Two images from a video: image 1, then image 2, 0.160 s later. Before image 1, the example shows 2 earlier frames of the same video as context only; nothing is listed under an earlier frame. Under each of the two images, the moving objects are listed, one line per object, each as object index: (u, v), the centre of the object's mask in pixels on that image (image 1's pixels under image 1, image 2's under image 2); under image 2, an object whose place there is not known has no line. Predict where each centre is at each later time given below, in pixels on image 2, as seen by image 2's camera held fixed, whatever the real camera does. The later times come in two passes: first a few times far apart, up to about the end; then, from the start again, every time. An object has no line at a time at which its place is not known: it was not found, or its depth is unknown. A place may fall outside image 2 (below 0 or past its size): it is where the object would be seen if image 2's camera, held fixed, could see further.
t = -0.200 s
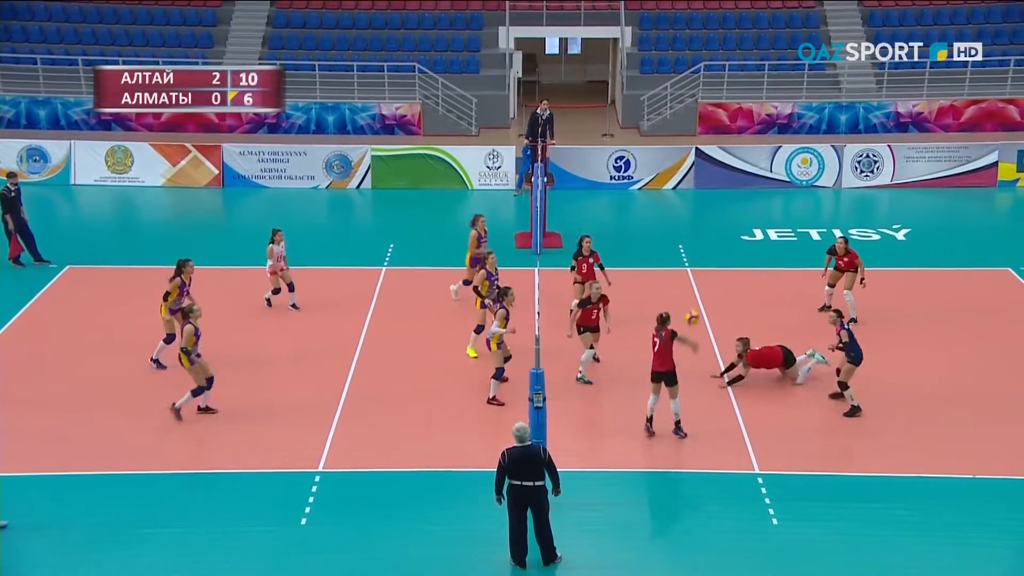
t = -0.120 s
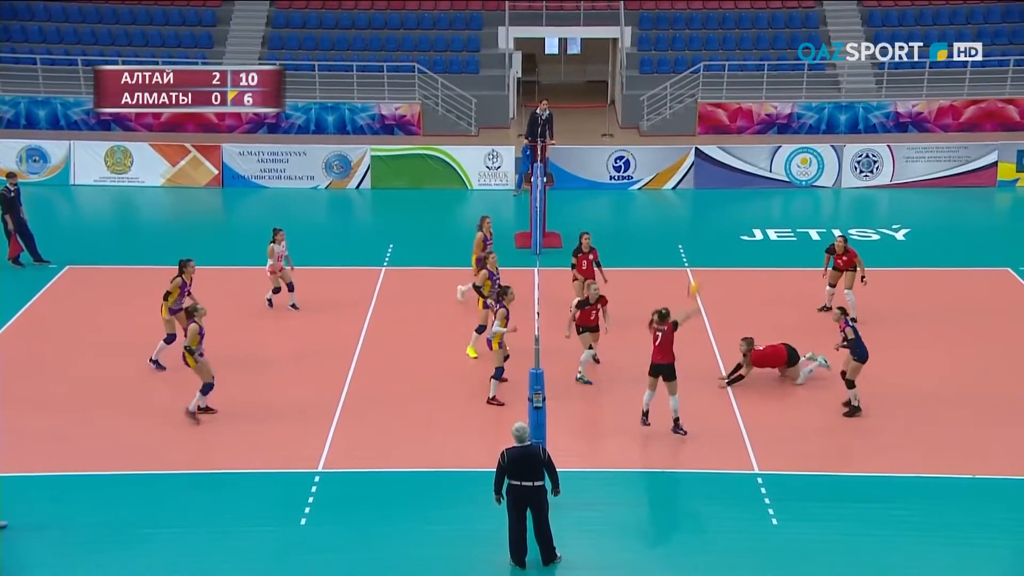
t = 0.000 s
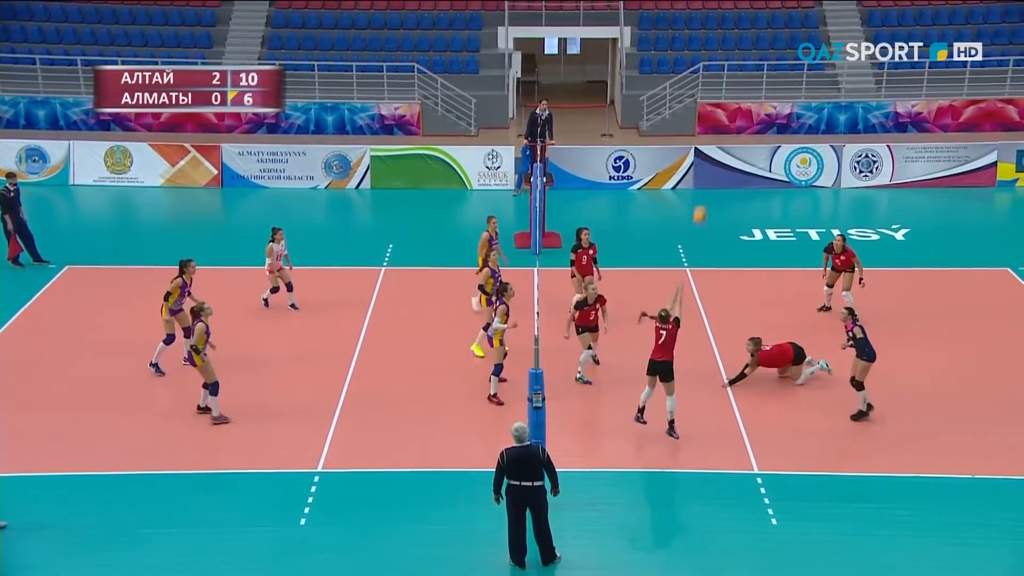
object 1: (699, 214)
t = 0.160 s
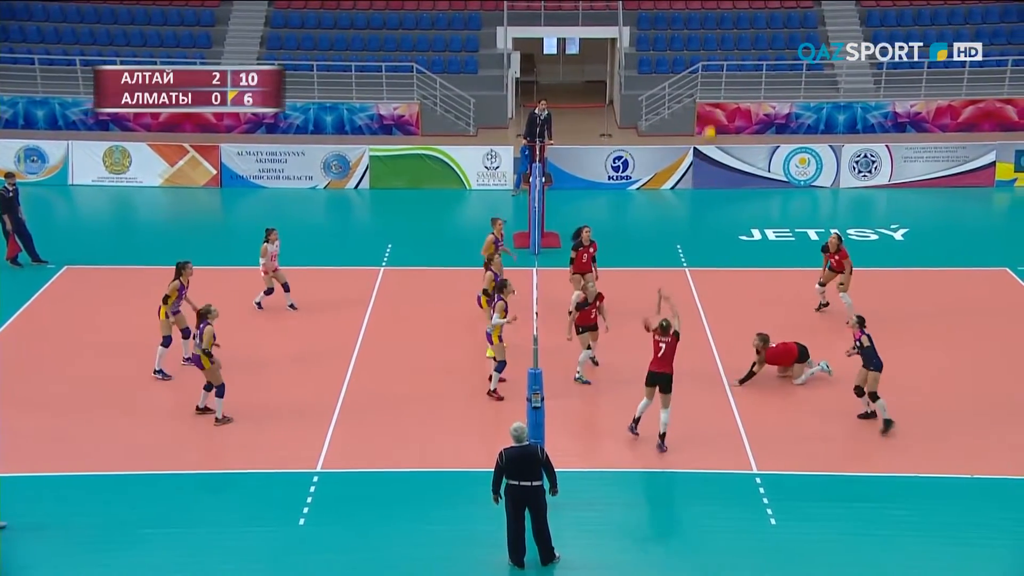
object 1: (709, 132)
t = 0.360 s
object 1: (719, 63)
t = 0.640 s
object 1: (730, 17)
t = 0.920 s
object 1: (737, 23)
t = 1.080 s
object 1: (739, 48)
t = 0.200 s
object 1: (711, 118)
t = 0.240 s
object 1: (712, 102)
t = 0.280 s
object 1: (715, 89)
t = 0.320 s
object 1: (717, 75)
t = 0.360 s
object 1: (719, 63)
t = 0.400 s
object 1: (721, 53)
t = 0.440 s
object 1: (723, 44)
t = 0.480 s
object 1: (724, 36)
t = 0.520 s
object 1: (726, 29)
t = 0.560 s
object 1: (728, 24)
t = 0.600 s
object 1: (729, 20)
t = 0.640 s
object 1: (730, 17)
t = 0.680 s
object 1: (732, 14)
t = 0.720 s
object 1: (733, 13)
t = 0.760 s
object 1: (734, 14)
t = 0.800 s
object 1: (735, 14)
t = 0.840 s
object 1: (735, 16)
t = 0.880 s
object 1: (737, 19)
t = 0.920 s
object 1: (737, 23)
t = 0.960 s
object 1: (738, 28)
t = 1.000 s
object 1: (738, 34)
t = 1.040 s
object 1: (739, 41)
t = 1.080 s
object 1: (739, 48)
